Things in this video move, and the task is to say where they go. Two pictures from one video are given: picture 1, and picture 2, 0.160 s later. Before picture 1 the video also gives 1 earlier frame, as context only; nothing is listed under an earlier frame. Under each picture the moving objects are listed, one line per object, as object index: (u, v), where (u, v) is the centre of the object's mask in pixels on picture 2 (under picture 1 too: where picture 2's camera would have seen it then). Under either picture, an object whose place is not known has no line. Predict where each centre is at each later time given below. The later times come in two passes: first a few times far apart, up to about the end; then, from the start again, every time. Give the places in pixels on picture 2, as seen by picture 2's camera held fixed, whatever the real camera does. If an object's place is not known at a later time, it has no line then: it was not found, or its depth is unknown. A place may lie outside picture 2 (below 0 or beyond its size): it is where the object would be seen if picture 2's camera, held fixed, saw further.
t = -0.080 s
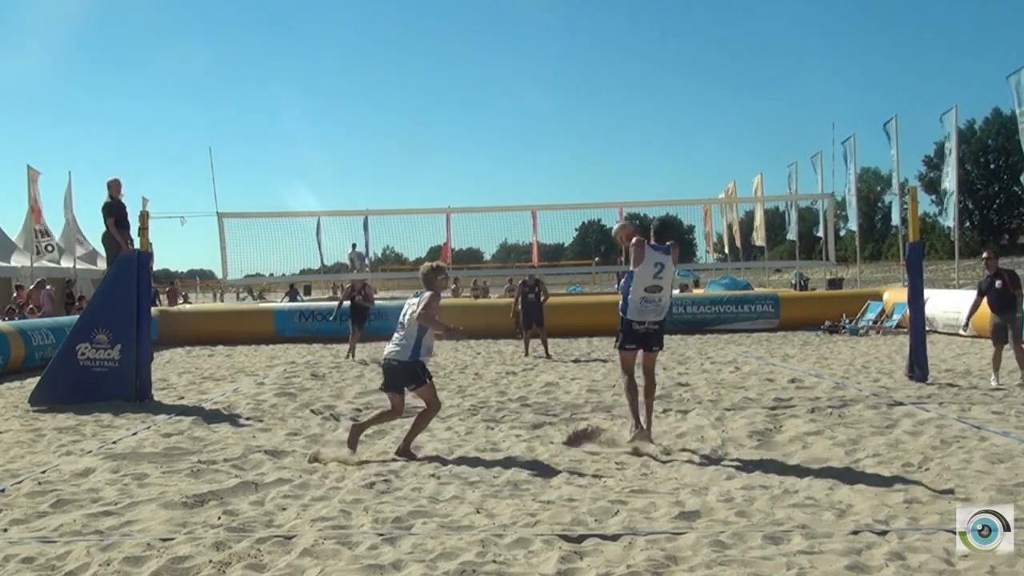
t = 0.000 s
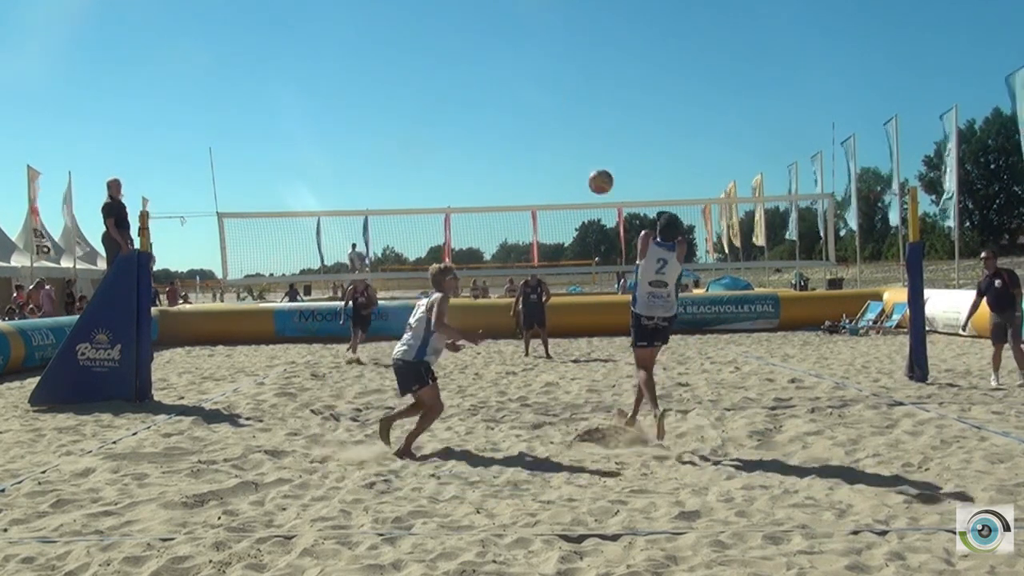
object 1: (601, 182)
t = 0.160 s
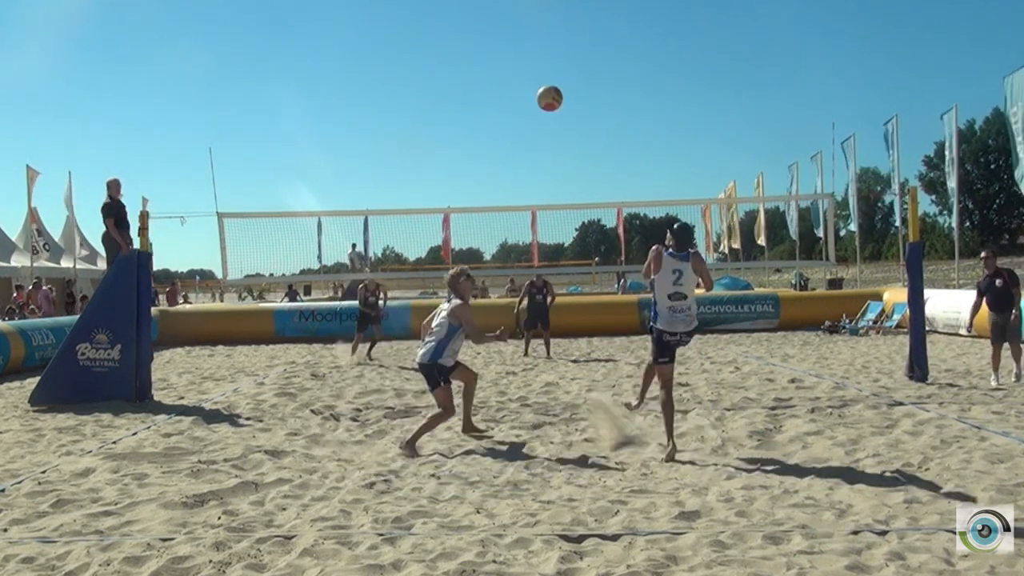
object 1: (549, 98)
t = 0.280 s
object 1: (509, 54)
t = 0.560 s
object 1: (410, 21)
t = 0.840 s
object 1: (307, 95)
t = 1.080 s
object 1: (223, 250)
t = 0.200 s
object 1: (536, 82)
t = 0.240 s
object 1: (523, 67)
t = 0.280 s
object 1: (509, 54)
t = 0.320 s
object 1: (496, 43)
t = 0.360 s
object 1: (481, 35)
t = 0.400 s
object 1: (467, 27)
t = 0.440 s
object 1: (453, 23)
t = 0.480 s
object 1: (439, 21)
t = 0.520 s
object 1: (425, 20)
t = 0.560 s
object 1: (410, 21)
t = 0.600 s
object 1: (395, 25)
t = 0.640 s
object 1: (381, 32)
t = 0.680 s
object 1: (366, 39)
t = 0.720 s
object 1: (351, 50)
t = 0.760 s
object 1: (336, 62)
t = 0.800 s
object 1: (322, 78)
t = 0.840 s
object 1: (307, 95)
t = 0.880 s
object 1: (293, 114)
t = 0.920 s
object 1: (278, 137)
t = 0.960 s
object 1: (264, 162)
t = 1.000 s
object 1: (250, 188)
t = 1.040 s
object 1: (236, 217)
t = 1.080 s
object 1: (223, 250)
